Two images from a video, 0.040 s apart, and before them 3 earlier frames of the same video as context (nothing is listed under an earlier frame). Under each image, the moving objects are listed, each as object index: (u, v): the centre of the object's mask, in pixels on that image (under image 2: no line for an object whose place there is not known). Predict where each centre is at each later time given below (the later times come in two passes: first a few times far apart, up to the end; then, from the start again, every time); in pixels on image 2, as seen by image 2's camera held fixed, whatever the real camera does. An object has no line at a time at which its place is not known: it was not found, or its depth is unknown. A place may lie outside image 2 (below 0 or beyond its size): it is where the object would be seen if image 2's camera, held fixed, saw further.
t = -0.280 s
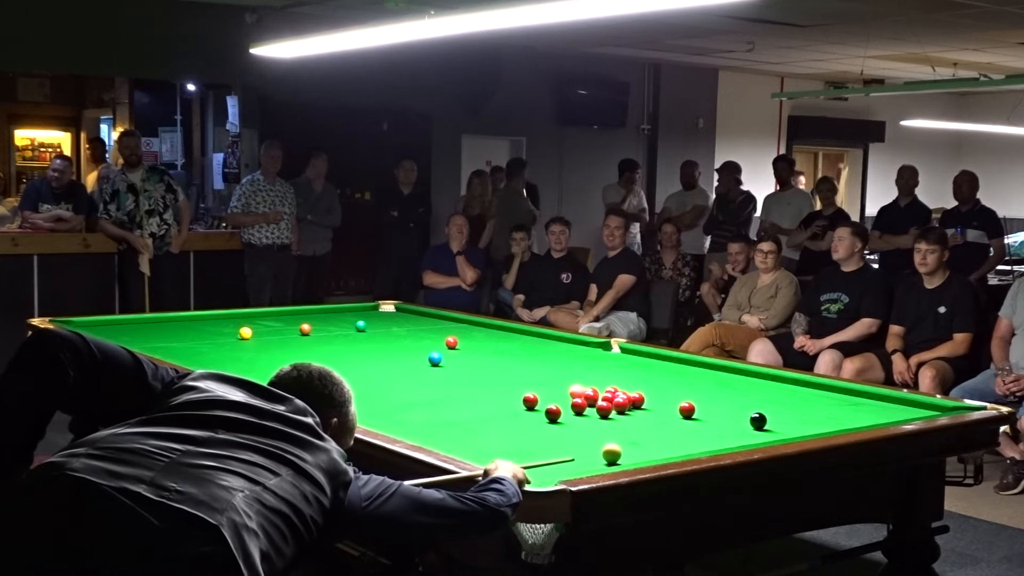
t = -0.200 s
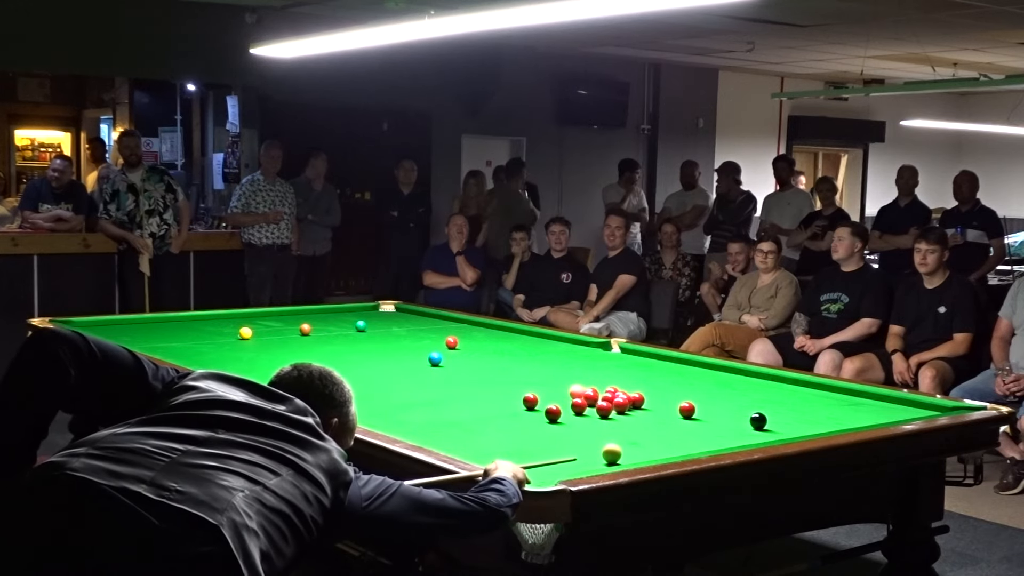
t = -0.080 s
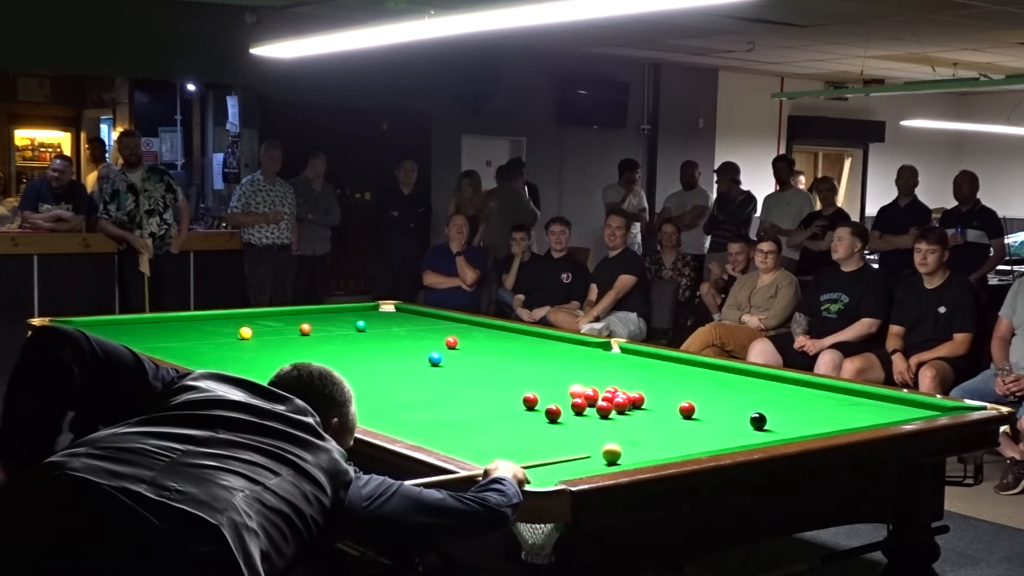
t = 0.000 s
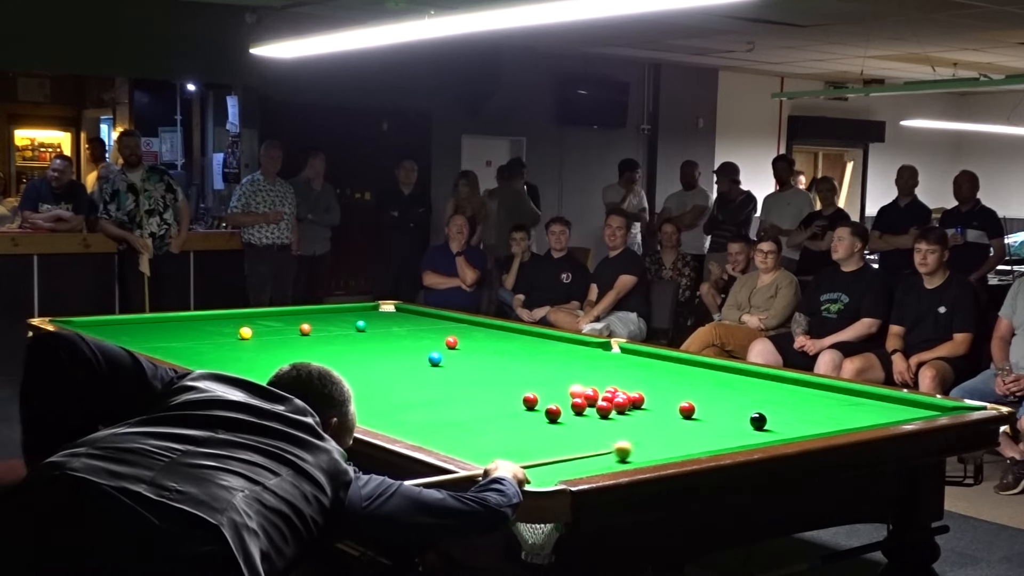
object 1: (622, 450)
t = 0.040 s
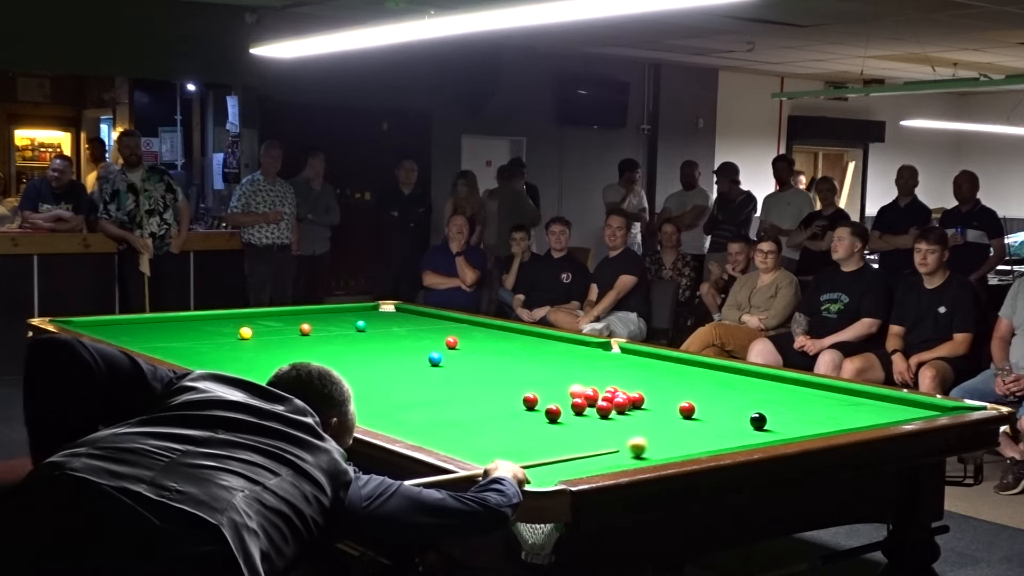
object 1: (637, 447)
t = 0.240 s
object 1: (698, 432)
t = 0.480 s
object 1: (737, 419)
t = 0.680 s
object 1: (732, 410)
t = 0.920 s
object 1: (729, 401)
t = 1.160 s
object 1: (727, 393)
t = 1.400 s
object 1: (725, 385)
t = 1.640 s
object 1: (723, 378)
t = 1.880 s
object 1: (721, 372)
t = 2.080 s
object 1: (720, 367)
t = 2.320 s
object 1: (699, 365)
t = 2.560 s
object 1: (676, 364)
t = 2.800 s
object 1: (654, 362)
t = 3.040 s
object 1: (634, 361)
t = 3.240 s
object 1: (619, 359)
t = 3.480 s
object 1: (602, 358)
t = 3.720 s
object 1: (586, 357)
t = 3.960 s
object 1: (571, 356)
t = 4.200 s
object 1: (557, 355)
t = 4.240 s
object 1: (555, 355)
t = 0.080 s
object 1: (651, 443)
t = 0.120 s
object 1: (664, 440)
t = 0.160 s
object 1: (676, 437)
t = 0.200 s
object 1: (687, 435)
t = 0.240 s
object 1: (698, 432)
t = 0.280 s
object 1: (708, 429)
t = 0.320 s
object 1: (719, 427)
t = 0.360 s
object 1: (728, 424)
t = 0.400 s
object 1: (738, 422)
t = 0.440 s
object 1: (740, 420)
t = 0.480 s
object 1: (737, 419)
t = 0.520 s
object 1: (735, 417)
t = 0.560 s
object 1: (734, 415)
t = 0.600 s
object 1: (733, 414)
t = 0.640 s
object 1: (733, 412)
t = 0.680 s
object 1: (732, 410)
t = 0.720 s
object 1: (732, 409)
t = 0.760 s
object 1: (731, 407)
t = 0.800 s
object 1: (731, 405)
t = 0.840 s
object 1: (730, 404)
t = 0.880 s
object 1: (730, 402)
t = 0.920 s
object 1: (729, 401)
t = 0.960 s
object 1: (729, 400)
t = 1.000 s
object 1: (729, 398)
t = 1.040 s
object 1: (728, 397)
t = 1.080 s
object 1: (728, 395)
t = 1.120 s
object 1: (727, 394)
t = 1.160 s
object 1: (727, 393)
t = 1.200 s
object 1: (727, 391)
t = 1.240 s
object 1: (726, 390)
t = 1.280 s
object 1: (726, 389)
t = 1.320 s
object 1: (726, 388)
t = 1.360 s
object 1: (725, 386)
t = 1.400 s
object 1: (725, 385)
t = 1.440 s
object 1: (725, 384)
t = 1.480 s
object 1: (724, 383)
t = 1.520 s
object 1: (724, 382)
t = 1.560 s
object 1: (724, 381)
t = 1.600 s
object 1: (723, 380)
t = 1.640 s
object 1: (723, 378)
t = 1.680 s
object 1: (723, 377)
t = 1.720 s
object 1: (722, 376)
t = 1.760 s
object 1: (722, 375)
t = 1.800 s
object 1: (722, 374)
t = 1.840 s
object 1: (721, 373)
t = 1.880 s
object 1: (721, 372)
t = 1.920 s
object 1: (721, 371)
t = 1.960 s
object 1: (721, 370)
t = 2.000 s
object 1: (720, 369)
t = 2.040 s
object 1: (720, 368)
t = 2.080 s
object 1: (720, 367)
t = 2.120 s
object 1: (719, 367)
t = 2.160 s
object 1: (715, 366)
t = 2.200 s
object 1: (710, 366)
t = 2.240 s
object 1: (706, 366)
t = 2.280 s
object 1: (702, 365)
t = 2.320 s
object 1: (699, 365)
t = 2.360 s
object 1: (694, 365)
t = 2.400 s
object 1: (691, 365)
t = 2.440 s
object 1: (687, 364)
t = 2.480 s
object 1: (683, 364)
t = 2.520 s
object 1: (679, 364)
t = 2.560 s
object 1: (676, 364)
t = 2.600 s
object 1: (672, 363)
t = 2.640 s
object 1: (668, 363)
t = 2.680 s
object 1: (665, 363)
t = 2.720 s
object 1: (661, 362)
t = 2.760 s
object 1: (658, 362)
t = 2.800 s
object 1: (654, 362)
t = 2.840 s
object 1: (651, 362)
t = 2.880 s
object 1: (647, 361)
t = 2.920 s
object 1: (644, 361)
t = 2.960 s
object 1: (641, 361)
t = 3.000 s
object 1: (638, 361)
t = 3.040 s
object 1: (634, 361)
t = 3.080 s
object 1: (631, 360)
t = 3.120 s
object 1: (628, 360)
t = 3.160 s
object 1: (625, 360)
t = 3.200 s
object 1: (622, 360)
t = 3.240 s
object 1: (619, 359)
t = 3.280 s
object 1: (616, 359)
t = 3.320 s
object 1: (613, 359)
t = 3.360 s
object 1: (610, 358)
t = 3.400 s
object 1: (607, 358)
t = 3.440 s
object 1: (604, 358)
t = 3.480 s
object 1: (602, 358)
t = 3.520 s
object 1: (599, 358)
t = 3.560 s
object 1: (596, 358)
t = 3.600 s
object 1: (593, 357)
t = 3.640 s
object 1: (591, 357)
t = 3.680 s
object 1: (588, 357)
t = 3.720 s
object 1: (586, 357)
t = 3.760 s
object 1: (583, 357)
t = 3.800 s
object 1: (581, 357)
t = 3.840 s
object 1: (578, 356)
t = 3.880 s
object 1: (576, 356)
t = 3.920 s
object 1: (573, 356)
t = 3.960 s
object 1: (571, 356)
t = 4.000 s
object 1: (569, 356)
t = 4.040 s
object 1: (566, 356)
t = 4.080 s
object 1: (564, 355)
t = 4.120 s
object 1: (562, 355)
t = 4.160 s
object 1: (560, 355)
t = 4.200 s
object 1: (557, 355)
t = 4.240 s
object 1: (555, 355)
